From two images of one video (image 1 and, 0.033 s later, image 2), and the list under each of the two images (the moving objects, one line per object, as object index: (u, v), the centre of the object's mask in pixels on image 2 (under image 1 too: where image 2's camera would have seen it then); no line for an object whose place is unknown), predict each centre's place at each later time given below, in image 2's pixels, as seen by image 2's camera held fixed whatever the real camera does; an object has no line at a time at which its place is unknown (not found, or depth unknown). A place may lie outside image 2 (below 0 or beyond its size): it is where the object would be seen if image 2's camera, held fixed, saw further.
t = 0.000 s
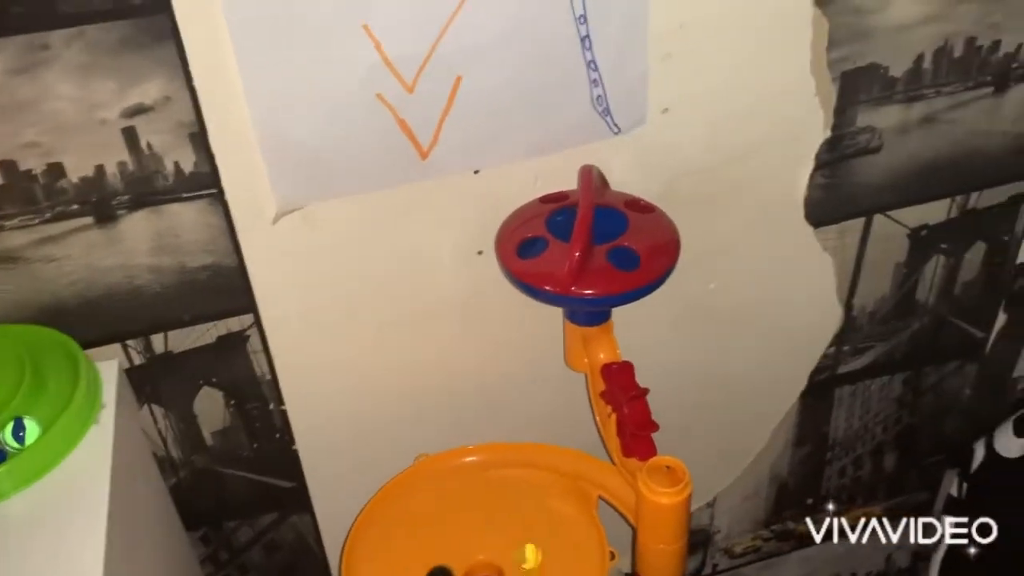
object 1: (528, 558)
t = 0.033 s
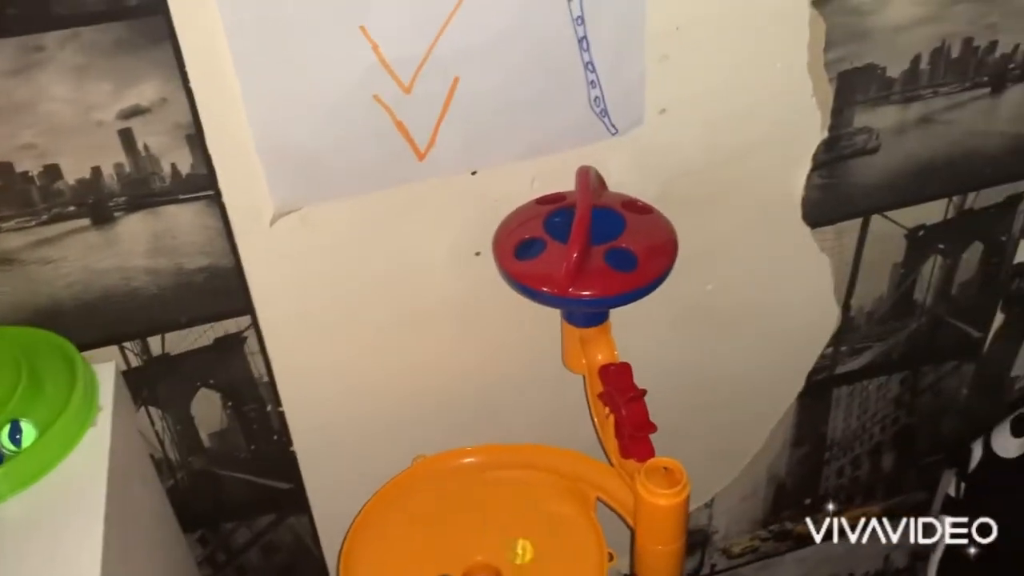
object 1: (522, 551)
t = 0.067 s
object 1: (510, 545)
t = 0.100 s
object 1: (500, 541)
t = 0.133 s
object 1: (490, 540)
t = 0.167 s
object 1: (479, 539)
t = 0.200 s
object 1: (468, 539)
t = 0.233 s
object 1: (458, 541)
